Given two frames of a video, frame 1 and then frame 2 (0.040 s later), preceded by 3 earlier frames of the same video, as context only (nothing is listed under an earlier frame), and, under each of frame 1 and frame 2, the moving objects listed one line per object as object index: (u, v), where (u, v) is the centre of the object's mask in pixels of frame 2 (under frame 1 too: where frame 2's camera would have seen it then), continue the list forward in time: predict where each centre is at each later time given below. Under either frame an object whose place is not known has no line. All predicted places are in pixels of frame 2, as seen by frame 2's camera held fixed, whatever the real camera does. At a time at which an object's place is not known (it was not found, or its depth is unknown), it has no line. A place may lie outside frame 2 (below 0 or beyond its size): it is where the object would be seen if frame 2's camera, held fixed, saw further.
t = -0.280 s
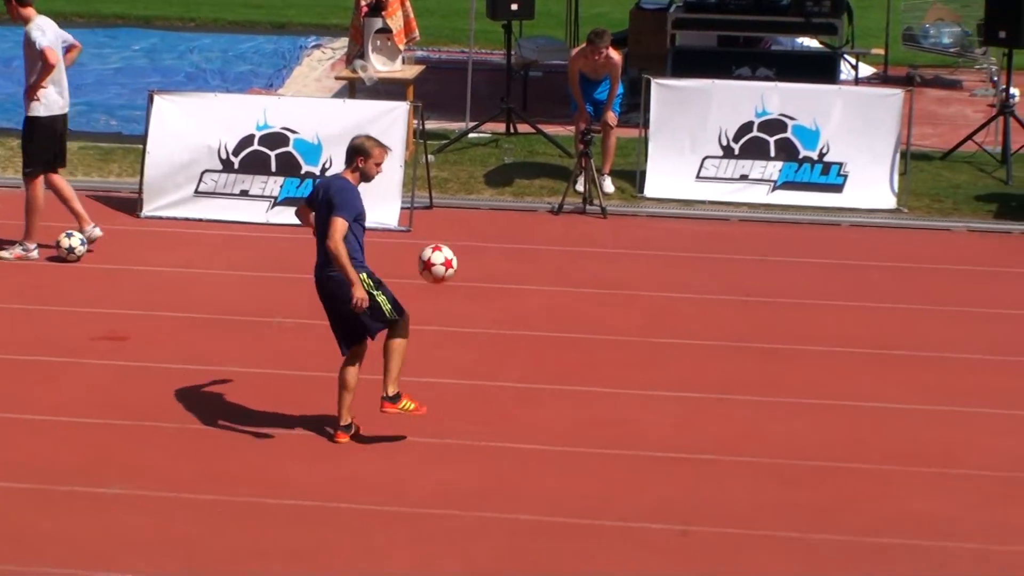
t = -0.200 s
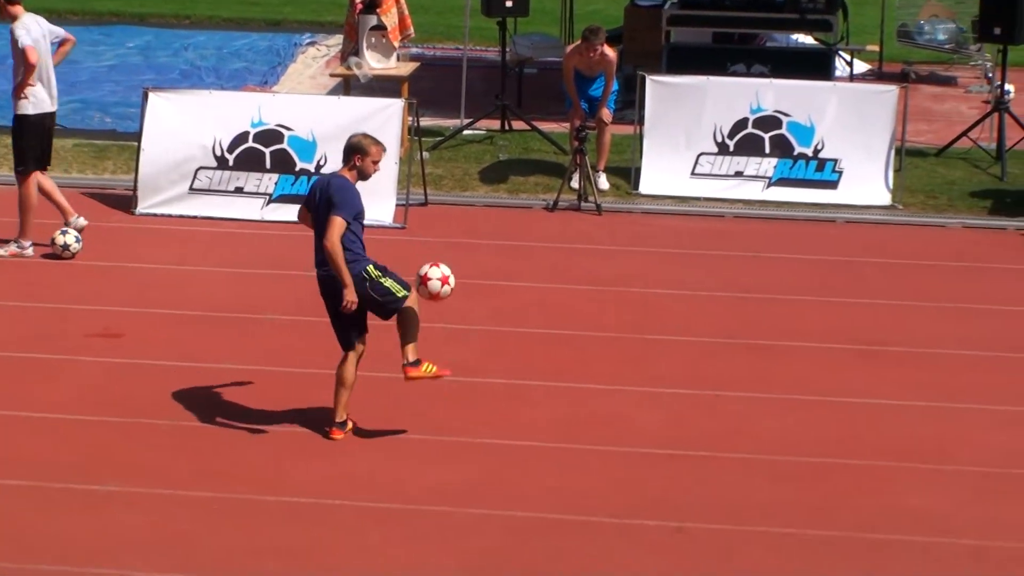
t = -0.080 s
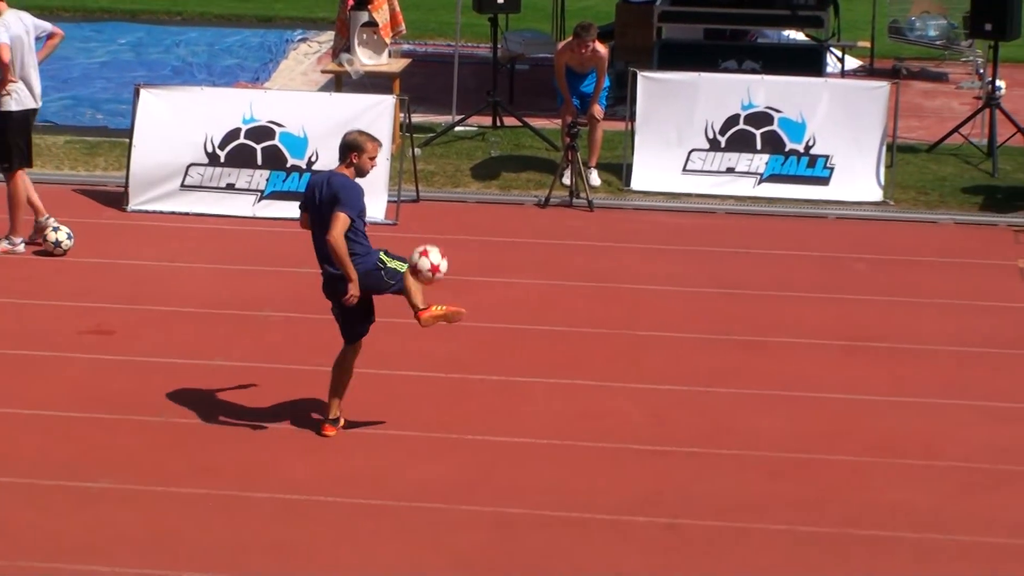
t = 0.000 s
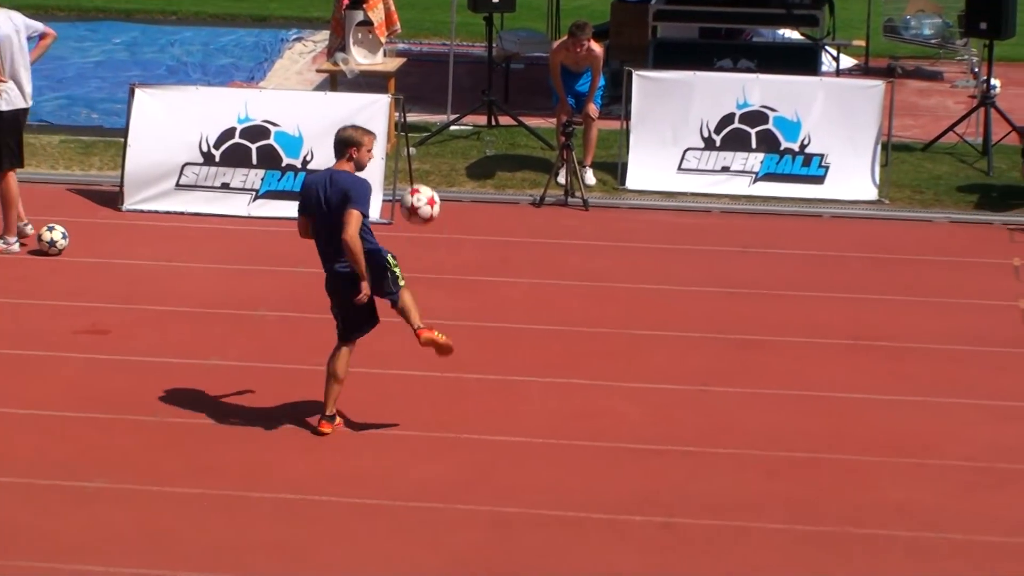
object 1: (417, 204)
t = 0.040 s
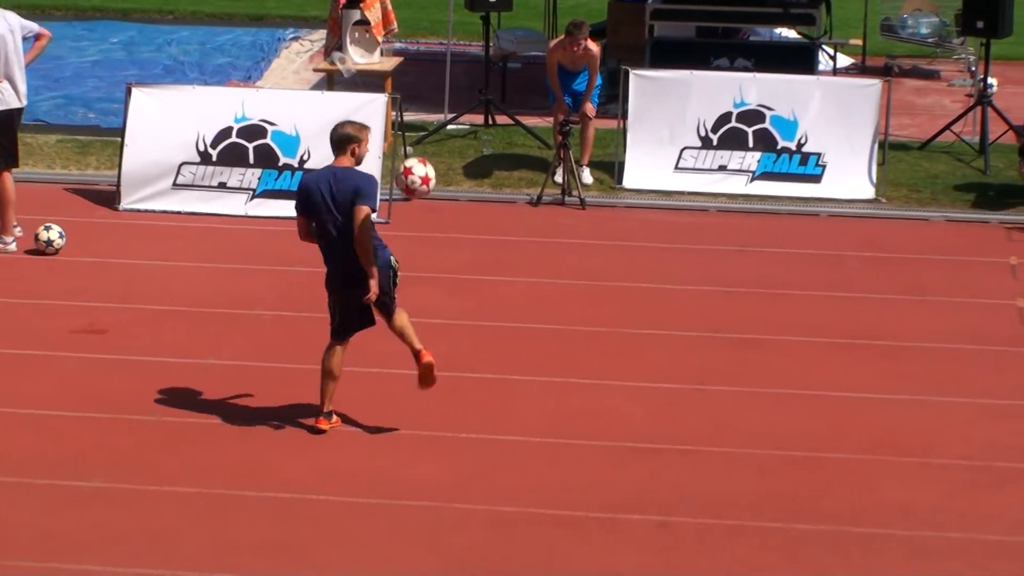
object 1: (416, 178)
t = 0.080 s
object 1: (414, 153)
